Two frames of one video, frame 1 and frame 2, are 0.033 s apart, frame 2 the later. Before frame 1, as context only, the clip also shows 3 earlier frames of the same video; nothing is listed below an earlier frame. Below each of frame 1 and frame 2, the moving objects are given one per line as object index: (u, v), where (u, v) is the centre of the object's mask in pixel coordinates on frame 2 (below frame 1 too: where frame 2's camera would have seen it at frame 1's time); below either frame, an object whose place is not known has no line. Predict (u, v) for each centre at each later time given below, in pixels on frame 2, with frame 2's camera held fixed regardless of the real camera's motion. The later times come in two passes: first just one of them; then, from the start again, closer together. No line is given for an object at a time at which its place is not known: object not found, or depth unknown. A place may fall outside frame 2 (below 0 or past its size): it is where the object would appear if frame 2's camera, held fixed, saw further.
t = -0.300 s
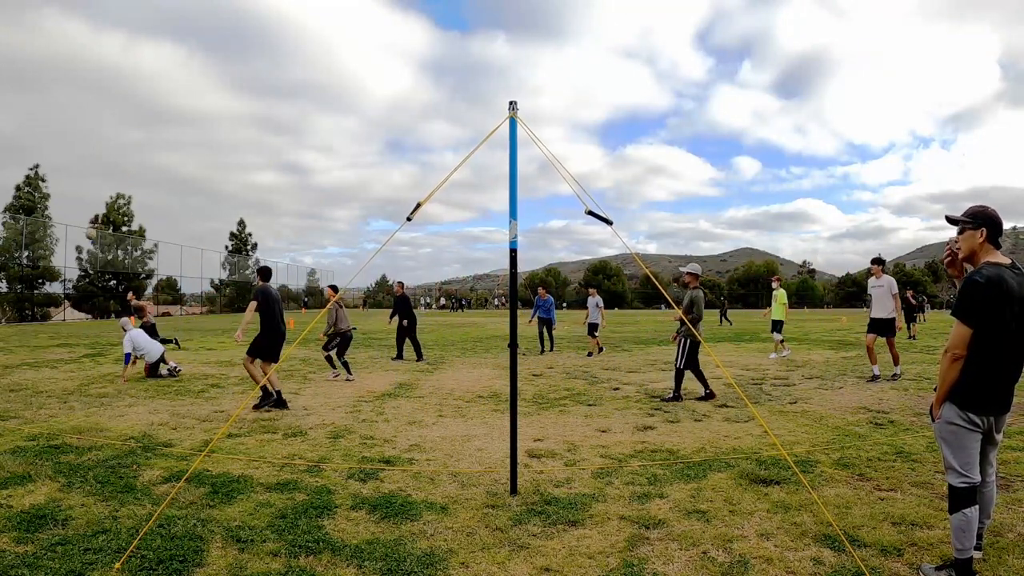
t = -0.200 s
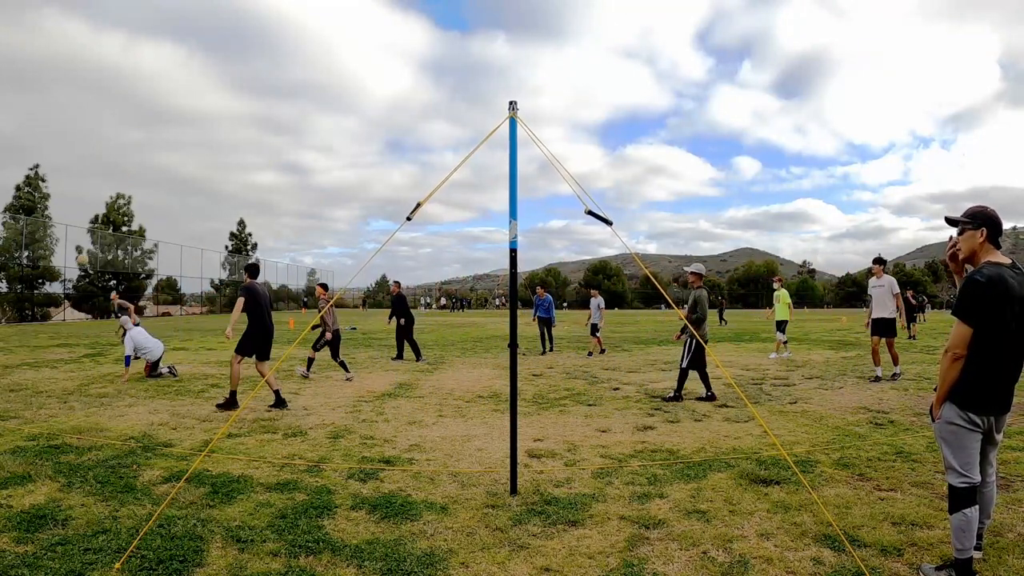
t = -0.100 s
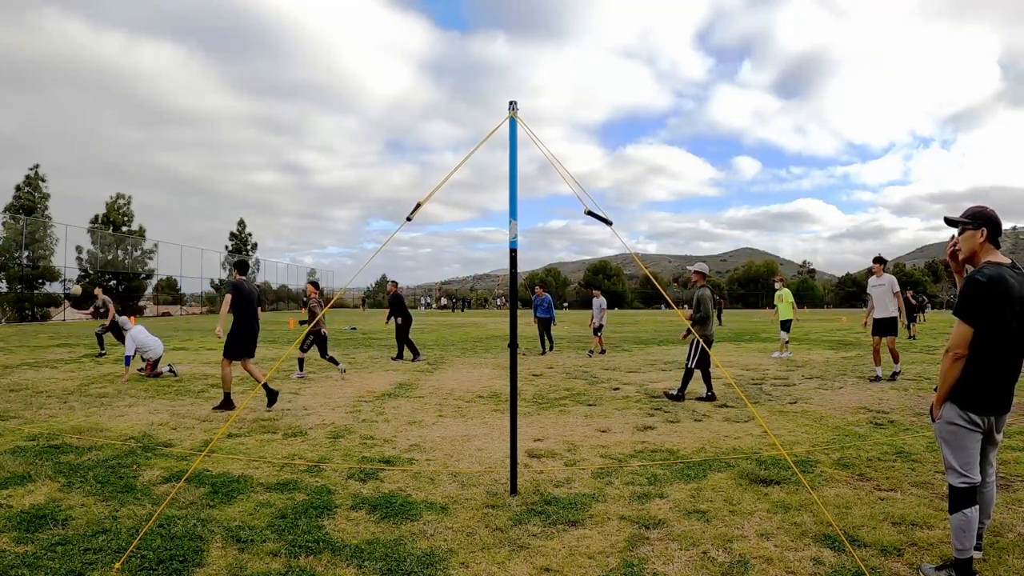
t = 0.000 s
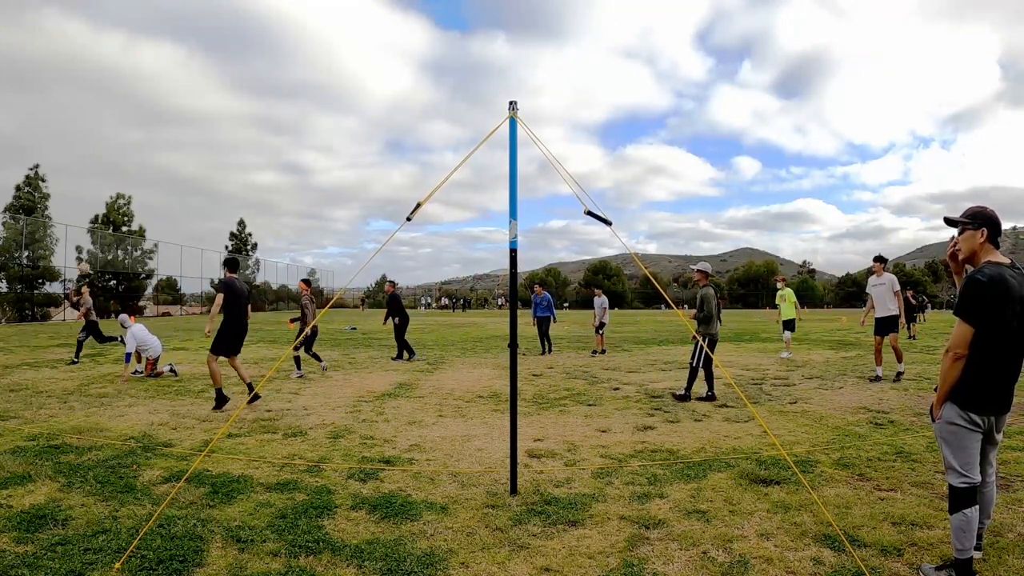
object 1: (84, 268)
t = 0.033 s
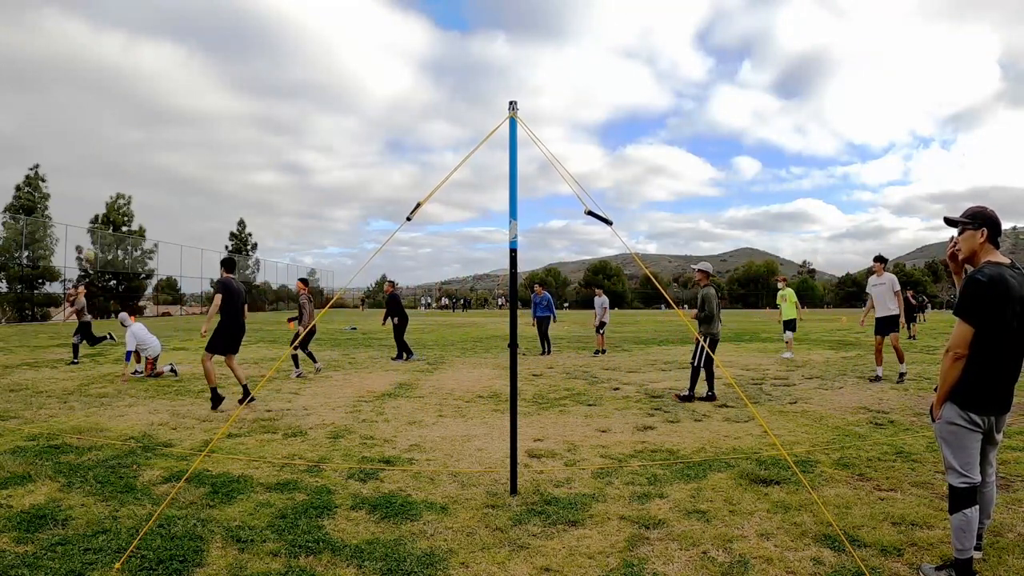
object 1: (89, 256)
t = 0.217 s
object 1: (120, 192)
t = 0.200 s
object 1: (117, 197)
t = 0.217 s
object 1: (120, 192)
